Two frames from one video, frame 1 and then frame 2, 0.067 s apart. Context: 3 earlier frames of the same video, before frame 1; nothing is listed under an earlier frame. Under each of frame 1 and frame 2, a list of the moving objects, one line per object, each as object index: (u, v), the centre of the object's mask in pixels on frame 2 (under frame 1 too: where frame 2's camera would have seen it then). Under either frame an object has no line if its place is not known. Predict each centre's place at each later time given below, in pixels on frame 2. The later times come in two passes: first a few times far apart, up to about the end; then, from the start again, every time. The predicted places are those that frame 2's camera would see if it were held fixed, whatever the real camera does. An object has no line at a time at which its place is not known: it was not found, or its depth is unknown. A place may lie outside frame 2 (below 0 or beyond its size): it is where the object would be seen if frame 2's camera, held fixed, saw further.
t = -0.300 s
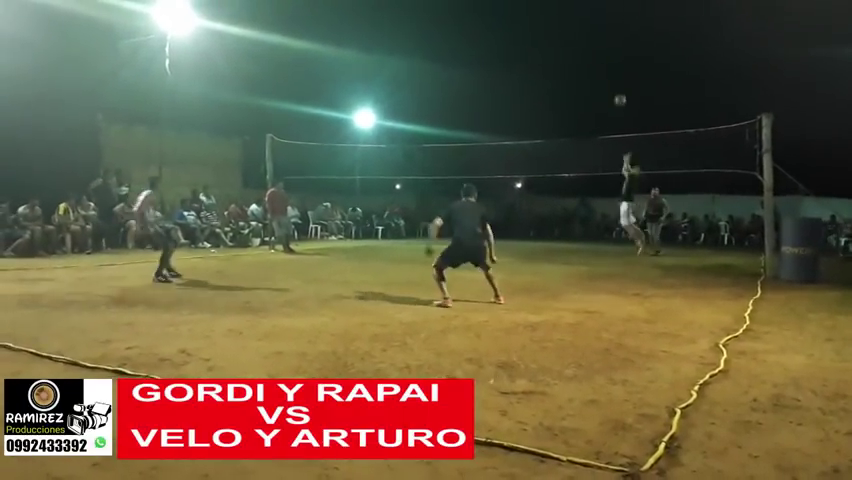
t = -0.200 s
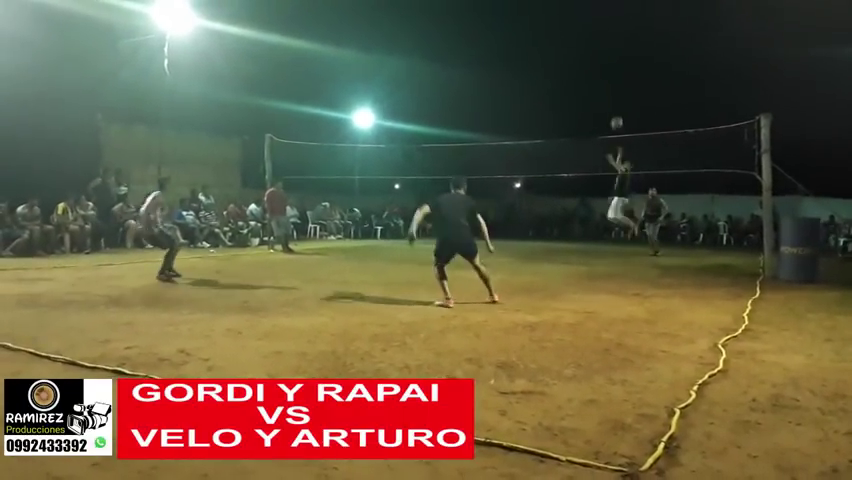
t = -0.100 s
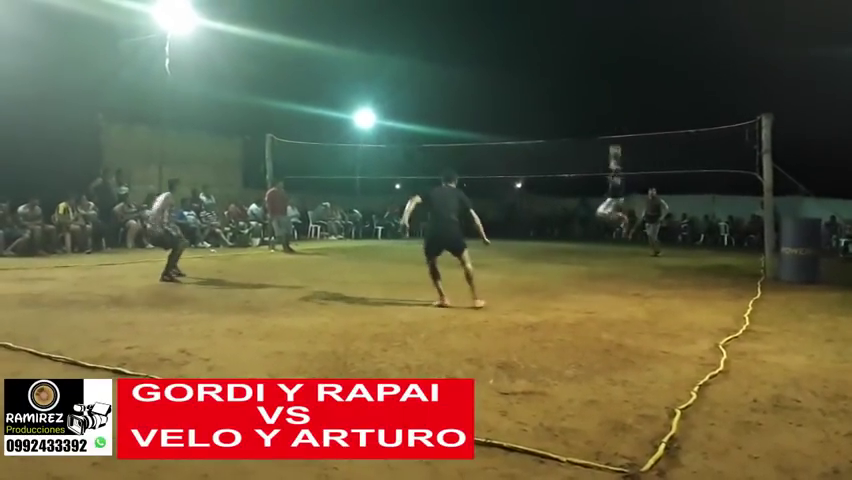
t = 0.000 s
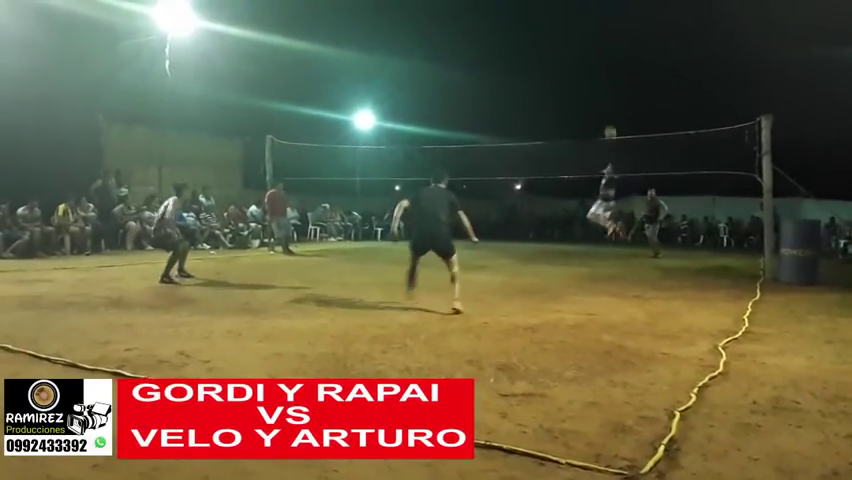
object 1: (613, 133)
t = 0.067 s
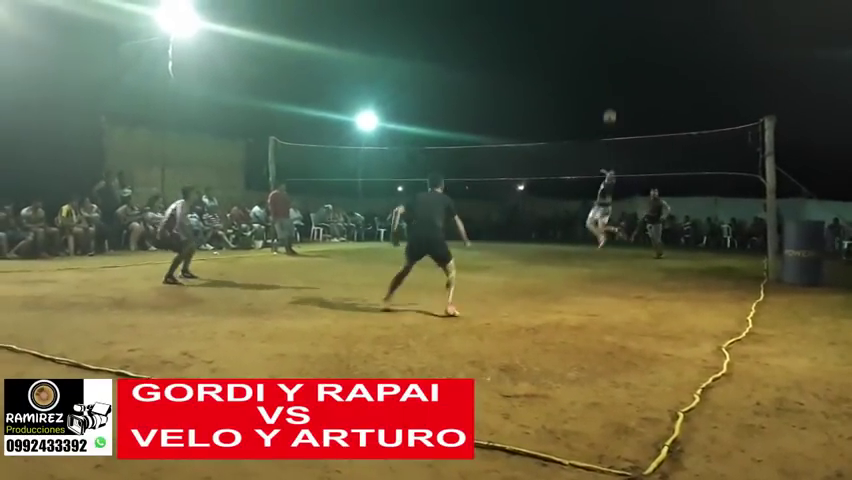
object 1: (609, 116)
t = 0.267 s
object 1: (597, 75)
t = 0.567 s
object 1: (571, 42)
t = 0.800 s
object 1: (541, 60)
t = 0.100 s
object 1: (608, 109)
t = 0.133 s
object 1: (606, 101)
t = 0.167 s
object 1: (603, 94)
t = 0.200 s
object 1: (601, 87)
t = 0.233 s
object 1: (599, 81)
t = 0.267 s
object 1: (597, 75)
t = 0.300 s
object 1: (594, 69)
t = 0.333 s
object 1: (592, 64)
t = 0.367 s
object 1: (590, 59)
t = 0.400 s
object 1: (586, 55)
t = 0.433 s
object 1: (583, 51)
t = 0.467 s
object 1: (581, 47)
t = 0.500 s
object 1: (578, 45)
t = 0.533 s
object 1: (574, 43)
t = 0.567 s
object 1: (571, 42)
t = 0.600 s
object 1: (568, 41)
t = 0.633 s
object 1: (565, 41)
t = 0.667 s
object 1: (560, 43)
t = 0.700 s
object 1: (555, 45)
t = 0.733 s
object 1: (551, 49)
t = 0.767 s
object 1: (546, 53)
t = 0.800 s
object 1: (541, 60)
